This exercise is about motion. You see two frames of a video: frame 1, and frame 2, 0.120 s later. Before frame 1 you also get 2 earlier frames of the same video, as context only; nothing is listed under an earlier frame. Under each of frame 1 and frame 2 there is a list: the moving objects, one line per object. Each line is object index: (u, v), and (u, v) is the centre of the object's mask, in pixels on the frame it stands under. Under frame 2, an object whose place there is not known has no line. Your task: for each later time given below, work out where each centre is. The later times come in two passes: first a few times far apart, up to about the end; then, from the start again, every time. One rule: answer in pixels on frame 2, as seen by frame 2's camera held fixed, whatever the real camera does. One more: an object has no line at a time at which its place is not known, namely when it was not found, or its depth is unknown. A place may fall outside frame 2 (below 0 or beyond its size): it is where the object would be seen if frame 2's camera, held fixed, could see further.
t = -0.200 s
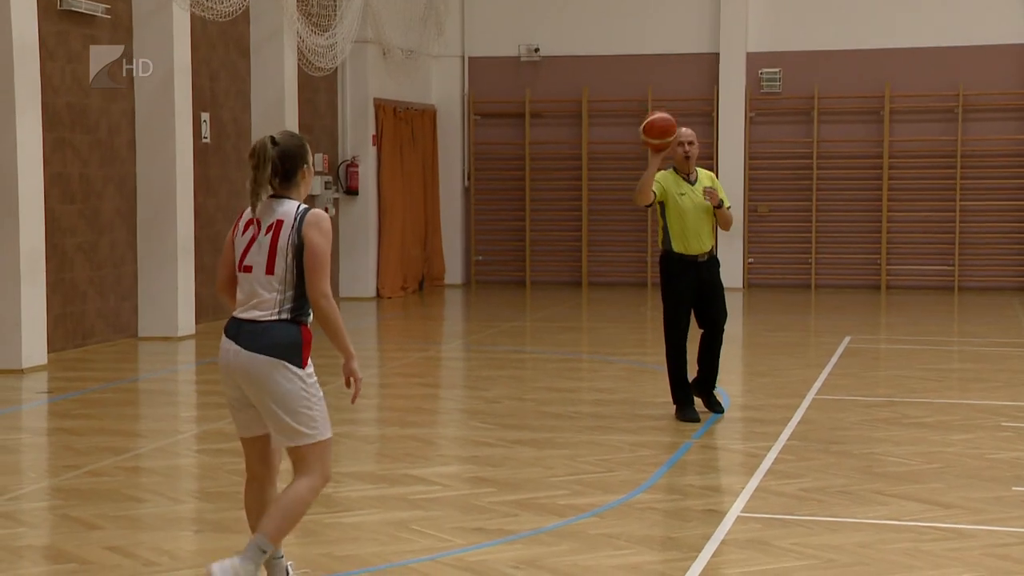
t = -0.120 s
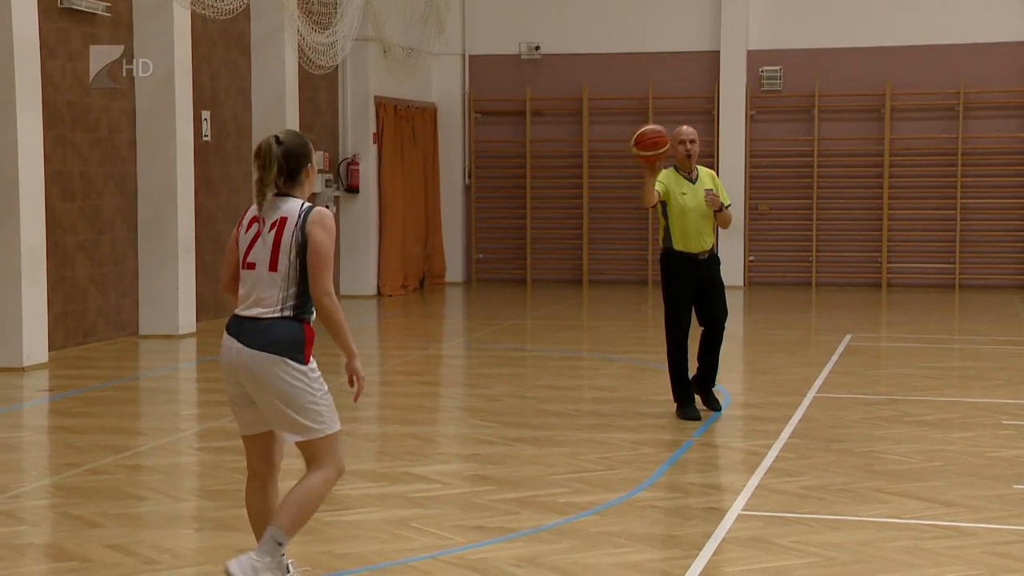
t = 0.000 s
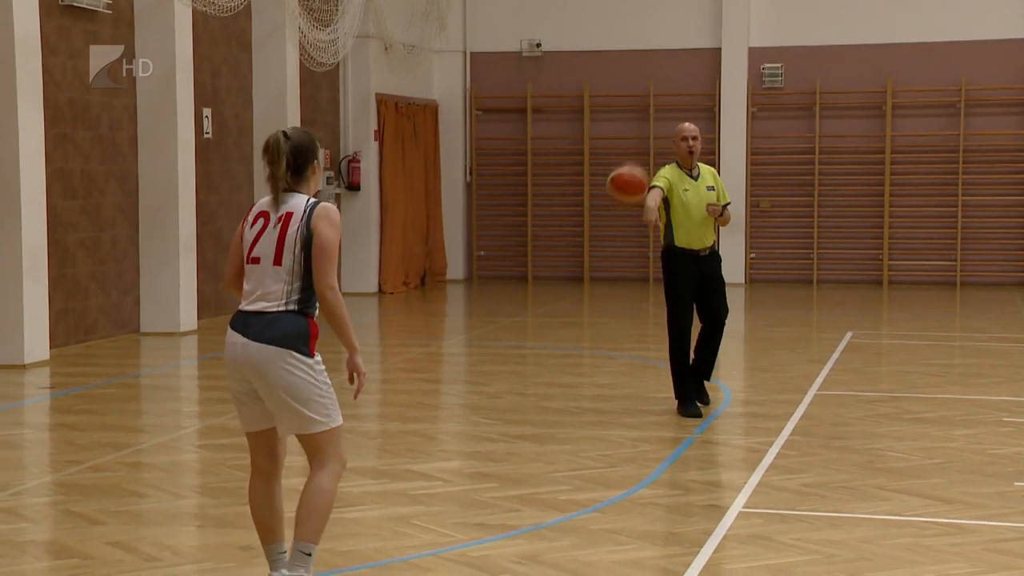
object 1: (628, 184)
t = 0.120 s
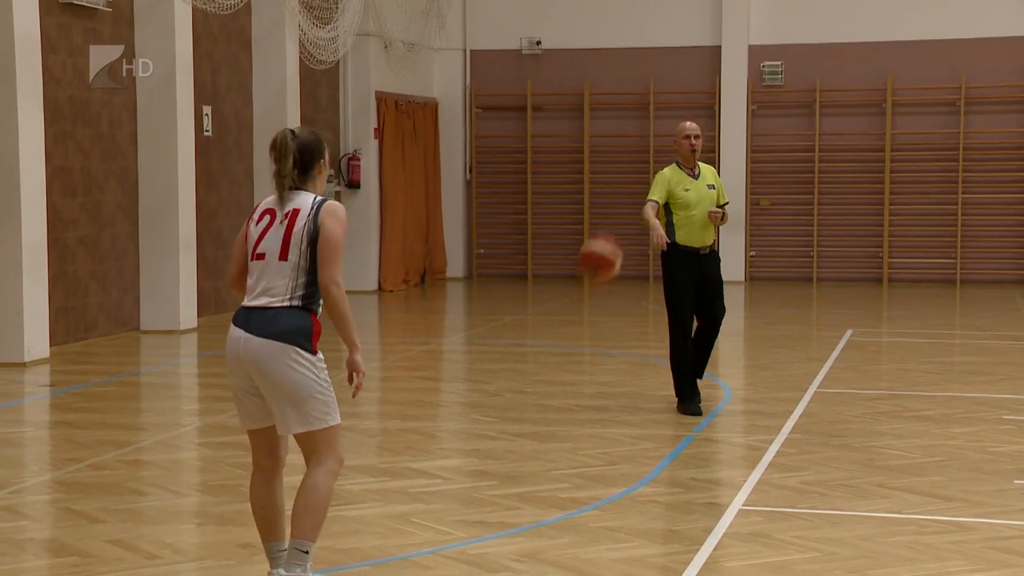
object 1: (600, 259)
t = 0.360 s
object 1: (537, 448)
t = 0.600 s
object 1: (498, 306)
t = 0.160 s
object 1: (590, 294)
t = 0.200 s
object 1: (578, 333)
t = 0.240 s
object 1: (566, 378)
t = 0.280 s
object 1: (554, 431)
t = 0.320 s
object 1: (542, 481)
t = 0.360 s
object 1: (537, 448)
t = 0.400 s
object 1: (530, 417)
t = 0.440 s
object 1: (525, 391)
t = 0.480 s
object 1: (519, 365)
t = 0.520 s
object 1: (512, 342)
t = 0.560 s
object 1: (506, 324)
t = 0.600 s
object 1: (498, 306)
